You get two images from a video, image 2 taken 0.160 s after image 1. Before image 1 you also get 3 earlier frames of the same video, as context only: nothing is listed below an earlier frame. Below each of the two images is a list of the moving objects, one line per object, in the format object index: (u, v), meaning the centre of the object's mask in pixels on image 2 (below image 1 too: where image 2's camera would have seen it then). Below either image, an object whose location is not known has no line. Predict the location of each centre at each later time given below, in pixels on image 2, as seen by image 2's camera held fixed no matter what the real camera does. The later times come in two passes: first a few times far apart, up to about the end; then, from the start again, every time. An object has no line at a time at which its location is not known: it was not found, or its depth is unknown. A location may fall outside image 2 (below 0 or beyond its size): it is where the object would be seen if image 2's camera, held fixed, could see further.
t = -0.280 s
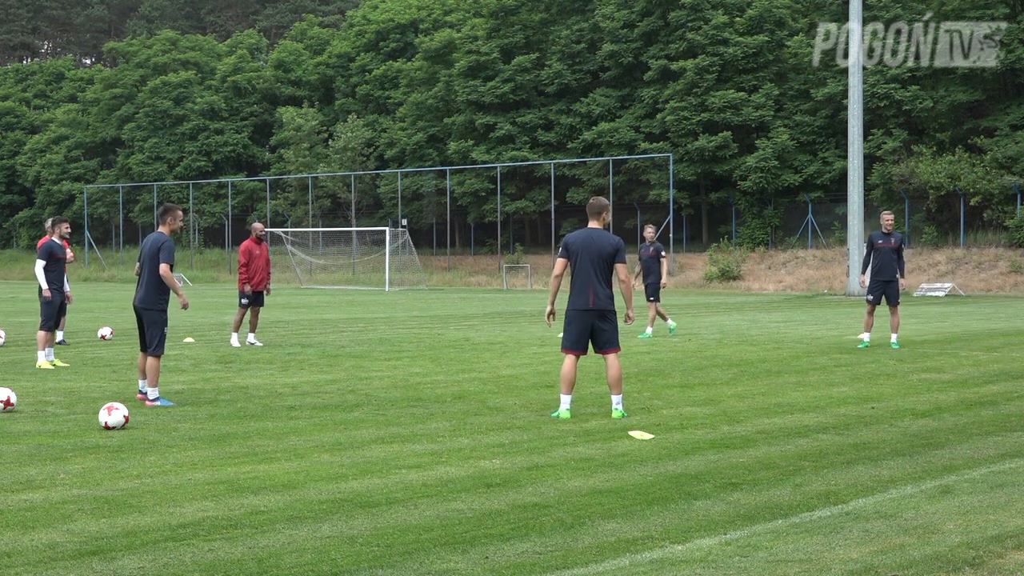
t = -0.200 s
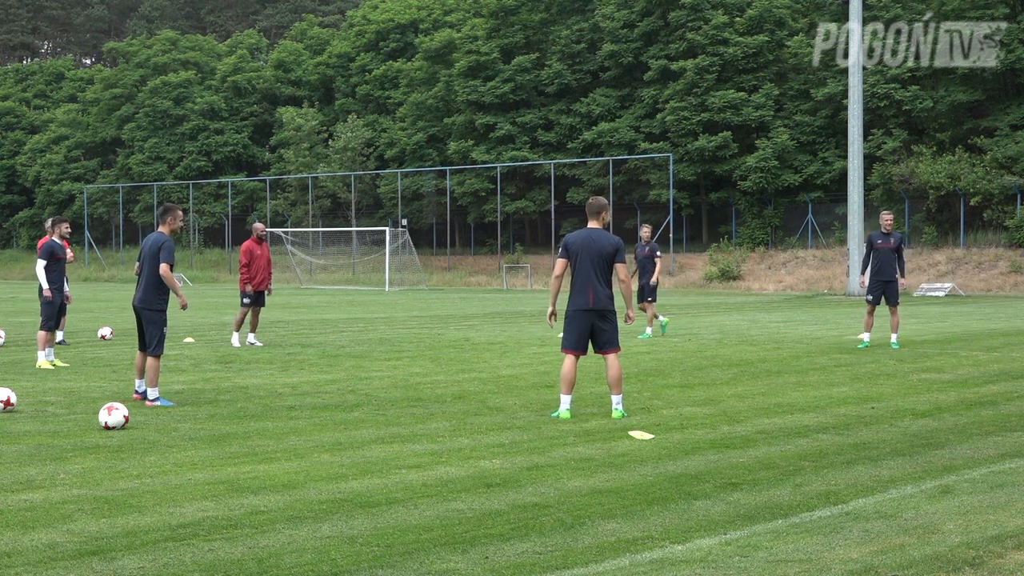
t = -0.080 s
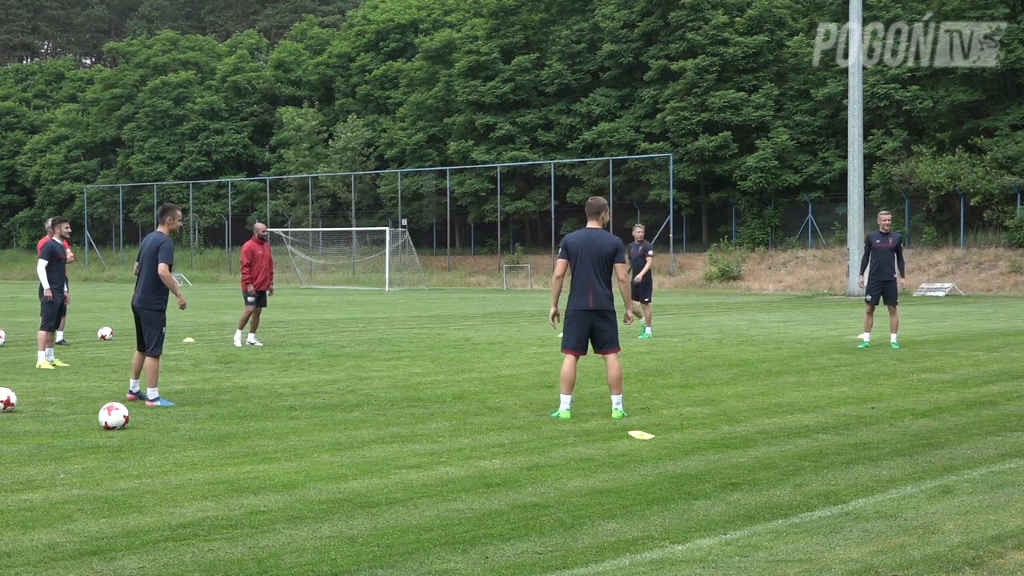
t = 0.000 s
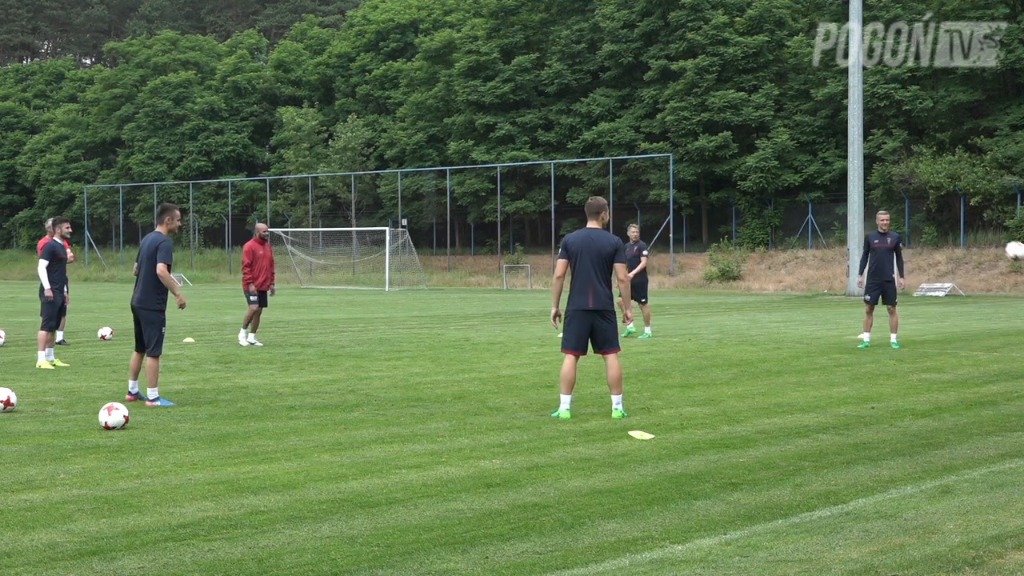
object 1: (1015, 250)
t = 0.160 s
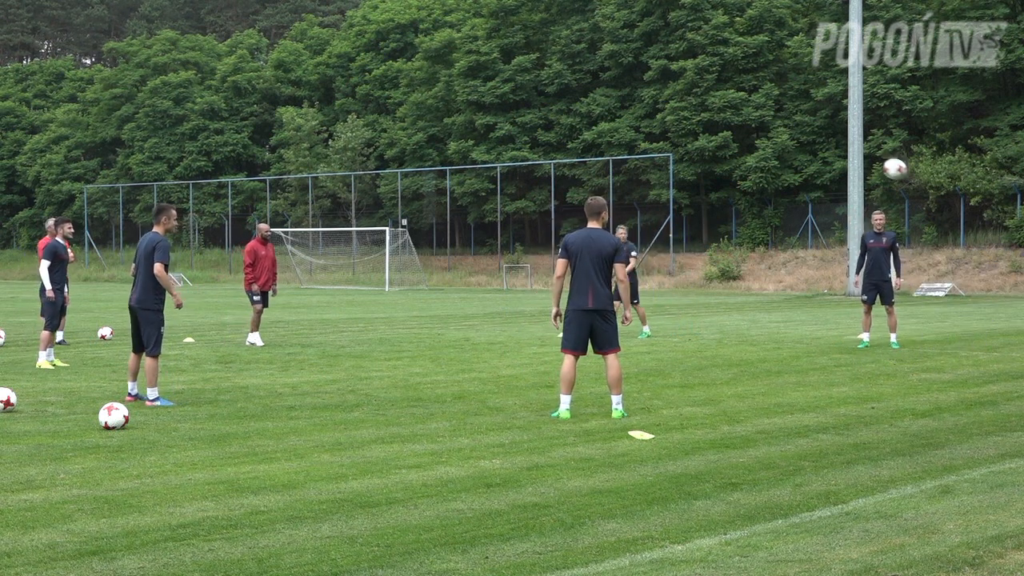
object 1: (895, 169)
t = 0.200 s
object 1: (864, 152)
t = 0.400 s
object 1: (711, 90)
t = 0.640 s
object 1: (528, 69)
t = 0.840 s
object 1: (377, 94)
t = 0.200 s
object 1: (864, 152)
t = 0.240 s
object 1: (833, 136)
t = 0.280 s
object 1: (803, 123)
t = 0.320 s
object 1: (772, 110)
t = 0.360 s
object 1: (741, 99)
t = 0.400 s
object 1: (711, 90)
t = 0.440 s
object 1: (680, 82)
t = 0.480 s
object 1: (650, 76)
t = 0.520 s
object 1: (619, 73)
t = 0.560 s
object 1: (589, 70)
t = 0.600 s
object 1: (558, 68)
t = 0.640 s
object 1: (528, 69)
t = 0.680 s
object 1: (497, 71)
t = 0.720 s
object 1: (467, 73)
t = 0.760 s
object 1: (437, 79)
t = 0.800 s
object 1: (407, 84)
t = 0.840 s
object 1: (377, 94)
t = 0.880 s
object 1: (346, 103)
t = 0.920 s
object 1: (316, 113)
